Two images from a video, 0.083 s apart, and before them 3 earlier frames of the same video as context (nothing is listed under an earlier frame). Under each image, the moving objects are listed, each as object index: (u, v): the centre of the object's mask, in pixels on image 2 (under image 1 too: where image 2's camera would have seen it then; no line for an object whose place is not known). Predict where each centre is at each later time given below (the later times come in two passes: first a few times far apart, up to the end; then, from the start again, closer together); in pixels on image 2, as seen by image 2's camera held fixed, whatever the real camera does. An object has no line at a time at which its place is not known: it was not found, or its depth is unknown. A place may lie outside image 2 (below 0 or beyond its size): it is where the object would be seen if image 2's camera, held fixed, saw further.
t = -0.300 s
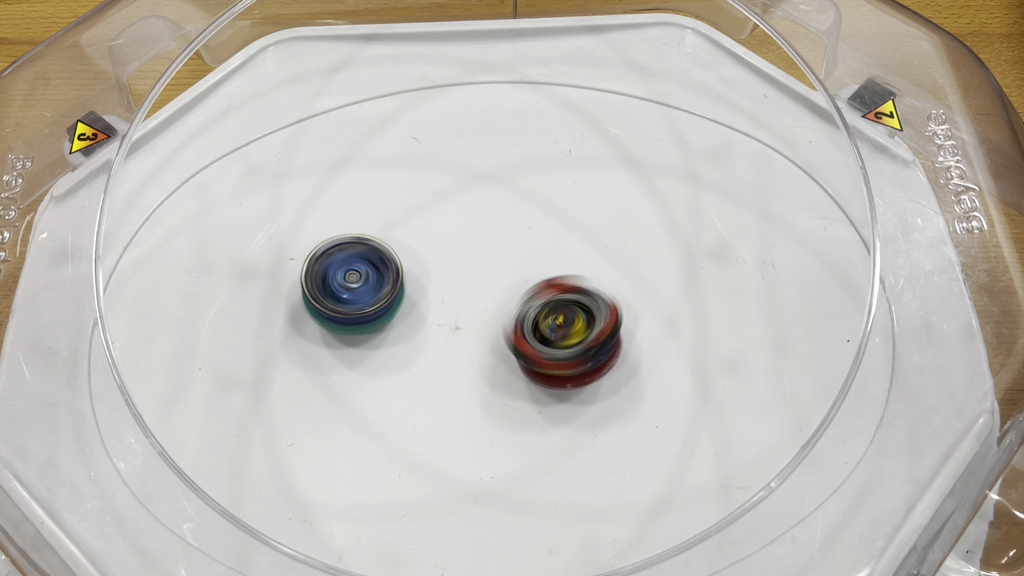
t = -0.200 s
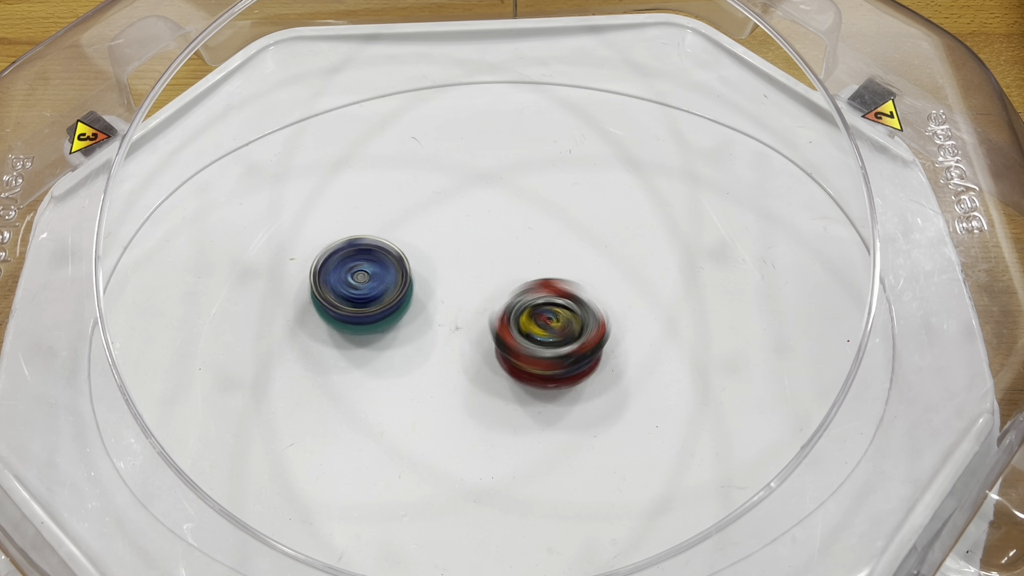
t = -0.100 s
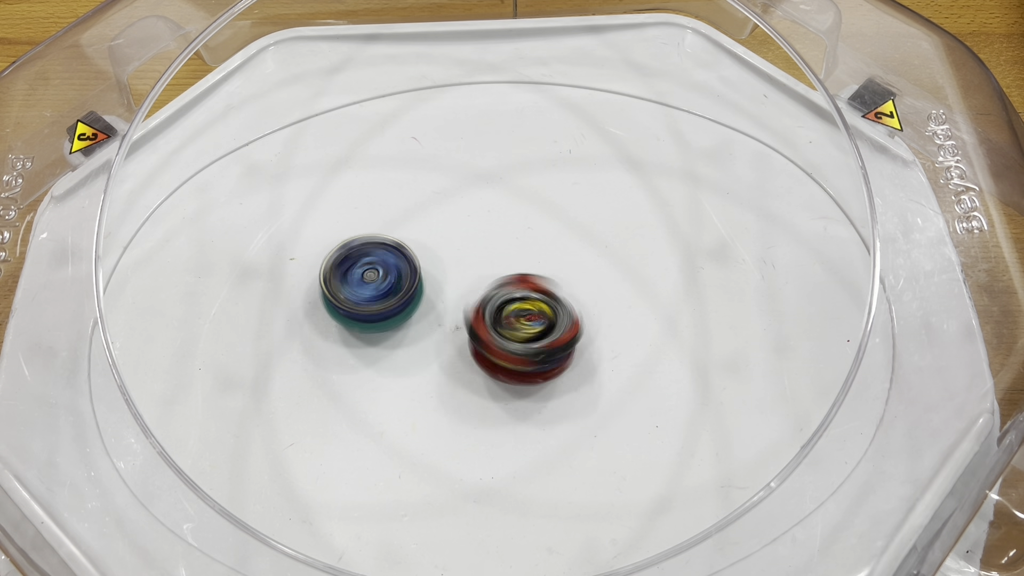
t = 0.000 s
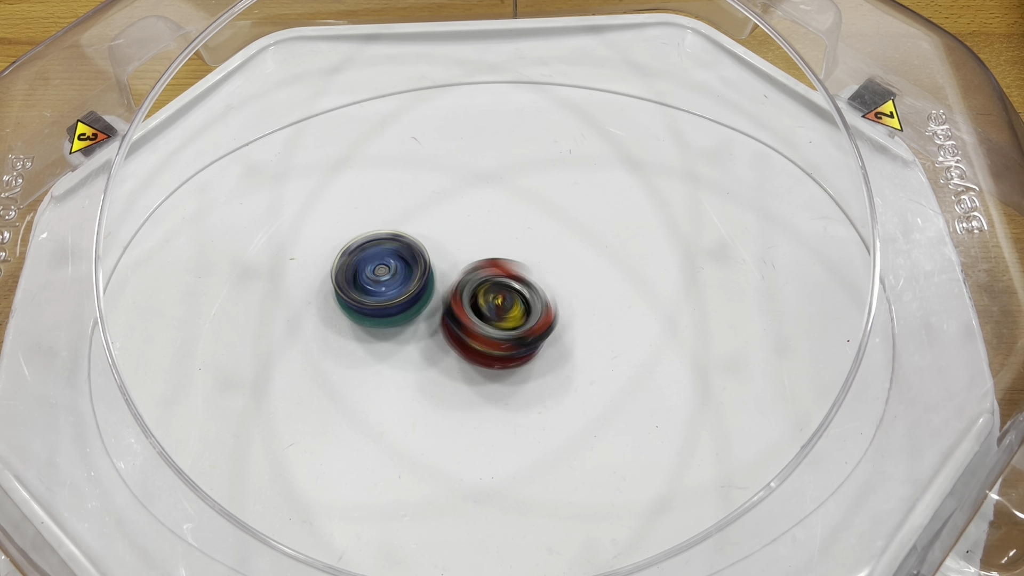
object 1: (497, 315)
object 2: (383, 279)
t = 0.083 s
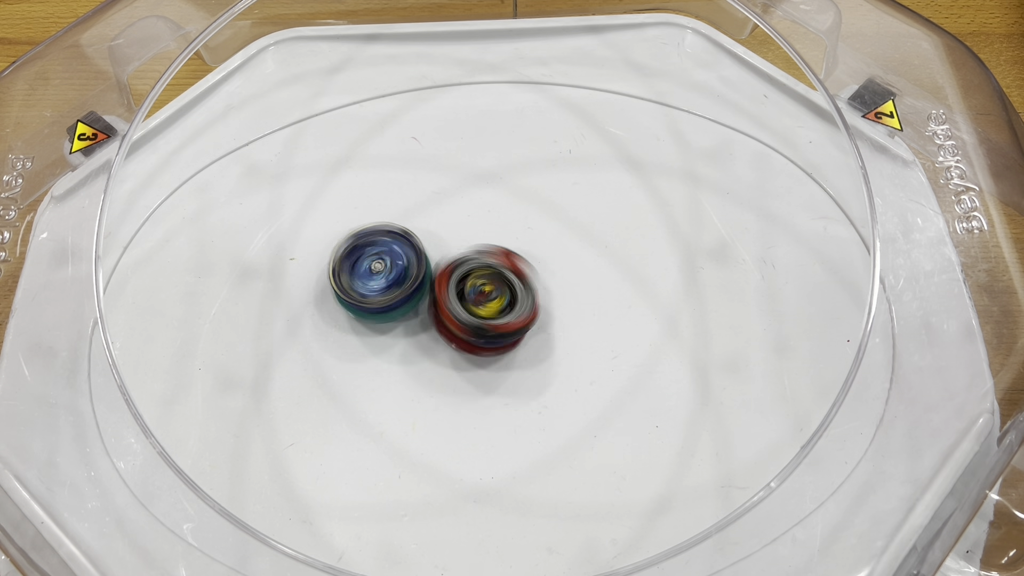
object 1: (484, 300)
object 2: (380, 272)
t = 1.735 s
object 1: (511, 301)
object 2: (423, 247)
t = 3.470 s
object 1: (514, 349)
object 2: (469, 242)
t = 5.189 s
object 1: (457, 332)
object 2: (507, 232)
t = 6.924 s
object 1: (429, 336)
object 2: (560, 368)
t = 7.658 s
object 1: (452, 284)
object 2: (525, 378)
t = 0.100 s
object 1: (488, 300)
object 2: (374, 269)
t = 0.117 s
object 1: (490, 300)
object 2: (369, 267)
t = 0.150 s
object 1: (492, 297)
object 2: (364, 263)
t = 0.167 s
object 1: (493, 294)
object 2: (363, 261)
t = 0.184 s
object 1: (495, 294)
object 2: (363, 261)
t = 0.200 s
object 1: (497, 294)
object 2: (363, 259)
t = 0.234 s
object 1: (497, 294)
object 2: (362, 255)
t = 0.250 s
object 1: (497, 292)
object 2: (360, 254)
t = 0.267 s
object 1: (498, 292)
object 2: (360, 253)
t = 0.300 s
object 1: (497, 291)
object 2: (358, 253)
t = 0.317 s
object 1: (497, 290)
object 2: (358, 252)
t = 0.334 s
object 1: (499, 288)
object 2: (357, 251)
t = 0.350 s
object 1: (501, 287)
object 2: (357, 251)
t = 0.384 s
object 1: (504, 287)
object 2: (355, 251)
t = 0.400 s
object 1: (505, 287)
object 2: (356, 251)
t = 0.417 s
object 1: (507, 287)
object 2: (355, 252)
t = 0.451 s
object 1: (509, 290)
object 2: (355, 253)
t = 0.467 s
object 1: (510, 291)
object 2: (356, 253)
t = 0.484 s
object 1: (511, 291)
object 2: (356, 253)
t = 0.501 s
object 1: (511, 292)
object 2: (356, 254)
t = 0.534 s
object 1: (512, 295)
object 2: (358, 257)
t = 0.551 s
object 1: (511, 295)
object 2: (359, 258)
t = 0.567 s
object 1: (512, 295)
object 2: (360, 259)
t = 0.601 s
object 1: (514, 298)
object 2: (363, 262)
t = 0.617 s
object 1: (513, 300)
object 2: (364, 262)
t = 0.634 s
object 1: (512, 301)
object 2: (364, 263)
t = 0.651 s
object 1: (513, 301)
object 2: (366, 263)
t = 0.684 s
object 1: (511, 305)
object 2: (369, 264)
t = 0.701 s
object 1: (510, 306)
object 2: (371, 265)
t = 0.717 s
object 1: (508, 307)
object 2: (373, 266)
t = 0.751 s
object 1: (506, 308)
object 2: (377, 267)
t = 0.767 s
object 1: (505, 309)
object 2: (379, 267)
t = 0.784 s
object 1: (504, 309)
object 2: (382, 268)
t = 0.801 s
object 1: (502, 309)
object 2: (385, 267)
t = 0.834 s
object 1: (501, 309)
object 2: (389, 267)
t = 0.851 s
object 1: (500, 309)
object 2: (392, 267)
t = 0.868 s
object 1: (499, 309)
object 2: (394, 266)
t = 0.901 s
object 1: (496, 309)
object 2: (399, 266)
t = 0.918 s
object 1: (496, 309)
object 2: (401, 264)
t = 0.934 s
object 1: (496, 309)
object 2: (402, 263)
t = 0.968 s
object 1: (496, 309)
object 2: (404, 261)
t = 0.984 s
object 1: (497, 311)
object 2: (402, 259)
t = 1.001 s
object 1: (498, 312)
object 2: (401, 256)
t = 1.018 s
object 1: (497, 314)
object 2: (401, 255)
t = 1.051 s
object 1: (500, 312)
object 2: (402, 252)
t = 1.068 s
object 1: (501, 312)
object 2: (403, 250)
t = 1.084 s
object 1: (503, 311)
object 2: (404, 248)
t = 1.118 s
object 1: (506, 309)
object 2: (405, 246)
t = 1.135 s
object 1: (508, 308)
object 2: (405, 244)
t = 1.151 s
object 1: (510, 307)
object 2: (405, 243)
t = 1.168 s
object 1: (511, 308)
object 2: (405, 242)
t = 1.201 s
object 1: (510, 307)
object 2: (405, 241)
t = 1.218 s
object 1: (512, 305)
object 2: (405, 240)
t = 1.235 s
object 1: (514, 305)
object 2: (406, 239)
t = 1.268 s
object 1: (515, 304)
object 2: (406, 238)
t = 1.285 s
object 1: (515, 304)
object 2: (406, 237)
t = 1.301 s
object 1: (517, 303)
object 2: (405, 237)
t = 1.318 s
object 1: (518, 303)
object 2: (405, 237)
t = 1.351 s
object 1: (518, 303)
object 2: (406, 237)
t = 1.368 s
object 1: (518, 302)
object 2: (406, 237)
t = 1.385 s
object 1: (519, 301)
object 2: (406, 237)
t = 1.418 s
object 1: (521, 303)
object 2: (407, 237)
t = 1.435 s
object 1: (520, 303)
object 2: (407, 237)
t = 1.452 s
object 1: (519, 303)
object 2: (407, 238)
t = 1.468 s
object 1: (520, 302)
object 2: (408, 239)
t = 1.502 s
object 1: (518, 303)
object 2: (409, 240)
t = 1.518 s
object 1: (517, 302)
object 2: (409, 241)
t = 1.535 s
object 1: (515, 301)
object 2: (410, 242)
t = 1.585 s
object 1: (518, 300)
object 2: (412, 243)
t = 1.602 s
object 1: (518, 300)
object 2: (413, 243)
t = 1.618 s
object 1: (517, 301)
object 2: (414, 244)
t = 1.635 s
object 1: (515, 301)
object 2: (415, 245)
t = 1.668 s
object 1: (513, 301)
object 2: (418, 246)
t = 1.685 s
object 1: (511, 302)
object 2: (419, 247)
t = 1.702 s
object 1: (511, 301)
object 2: (421, 247)
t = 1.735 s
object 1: (511, 301)
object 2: (423, 247)
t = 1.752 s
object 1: (512, 303)
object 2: (422, 248)
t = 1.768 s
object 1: (509, 305)
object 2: (422, 249)
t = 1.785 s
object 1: (508, 306)
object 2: (422, 249)
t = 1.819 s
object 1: (510, 309)
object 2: (418, 247)
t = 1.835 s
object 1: (510, 312)
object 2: (417, 247)
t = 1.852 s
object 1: (508, 315)
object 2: (417, 246)
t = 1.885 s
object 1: (507, 315)
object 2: (416, 245)
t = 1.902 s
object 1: (507, 315)
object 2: (417, 244)
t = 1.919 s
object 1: (508, 316)
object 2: (417, 244)
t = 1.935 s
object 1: (507, 317)
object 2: (417, 243)
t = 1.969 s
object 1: (507, 317)
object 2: (416, 243)
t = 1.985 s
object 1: (508, 317)
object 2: (417, 243)
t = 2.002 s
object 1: (508, 319)
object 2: (417, 243)
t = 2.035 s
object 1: (504, 321)
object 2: (417, 244)
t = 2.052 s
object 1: (502, 321)
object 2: (417, 245)
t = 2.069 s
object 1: (501, 322)
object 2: (418, 245)
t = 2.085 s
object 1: (499, 323)
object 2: (418, 245)
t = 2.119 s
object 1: (495, 323)
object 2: (418, 246)
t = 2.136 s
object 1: (493, 321)
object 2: (419, 247)
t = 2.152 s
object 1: (494, 321)
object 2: (419, 247)
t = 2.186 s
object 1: (493, 322)
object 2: (420, 248)
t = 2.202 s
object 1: (493, 322)
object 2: (421, 248)
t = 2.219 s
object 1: (491, 321)
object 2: (422, 248)
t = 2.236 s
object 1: (491, 322)
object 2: (422, 248)
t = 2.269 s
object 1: (489, 324)
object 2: (421, 249)
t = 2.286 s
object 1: (487, 324)
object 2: (422, 250)
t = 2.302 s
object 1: (488, 325)
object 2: (421, 249)
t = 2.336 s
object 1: (487, 333)
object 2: (418, 243)
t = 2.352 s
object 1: (487, 337)
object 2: (417, 241)
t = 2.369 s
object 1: (486, 337)
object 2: (417, 240)
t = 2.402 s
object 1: (488, 337)
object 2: (416, 240)
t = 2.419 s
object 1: (490, 338)
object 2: (416, 240)
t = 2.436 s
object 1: (492, 339)
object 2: (418, 240)
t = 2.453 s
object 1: (491, 341)
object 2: (419, 239)
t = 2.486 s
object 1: (492, 343)
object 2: (420, 239)
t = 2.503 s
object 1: (493, 343)
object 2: (420, 239)
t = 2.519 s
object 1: (492, 345)
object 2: (420, 239)
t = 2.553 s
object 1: (489, 348)
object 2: (420, 240)
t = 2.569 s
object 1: (488, 348)
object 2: (421, 241)
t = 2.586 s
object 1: (489, 348)
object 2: (421, 242)
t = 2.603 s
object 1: (489, 349)
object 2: (422, 242)
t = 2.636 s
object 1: (487, 350)
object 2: (423, 244)
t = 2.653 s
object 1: (487, 350)
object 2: (424, 245)
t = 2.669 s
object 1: (486, 350)
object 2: (425, 245)
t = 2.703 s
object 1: (484, 350)
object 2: (426, 247)
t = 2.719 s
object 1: (481, 350)
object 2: (427, 248)
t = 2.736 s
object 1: (480, 348)
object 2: (429, 248)
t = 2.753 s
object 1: (478, 345)
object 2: (430, 249)
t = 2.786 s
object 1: (479, 343)
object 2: (432, 250)
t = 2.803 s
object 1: (480, 343)
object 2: (433, 250)
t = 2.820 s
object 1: (479, 341)
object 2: (435, 250)
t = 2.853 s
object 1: (482, 339)
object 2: (438, 251)
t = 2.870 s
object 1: (484, 339)
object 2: (439, 251)
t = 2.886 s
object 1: (485, 340)
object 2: (441, 250)
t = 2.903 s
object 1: (484, 339)
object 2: (443, 251)
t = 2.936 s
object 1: (486, 339)
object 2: (445, 249)
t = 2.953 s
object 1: (487, 340)
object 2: (445, 248)
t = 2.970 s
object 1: (487, 339)
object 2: (446, 248)
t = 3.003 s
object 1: (486, 339)
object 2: (449, 247)
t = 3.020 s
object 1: (486, 339)
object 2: (451, 246)
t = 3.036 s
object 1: (487, 337)
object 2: (454, 245)
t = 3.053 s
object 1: (487, 337)
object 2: (454, 244)
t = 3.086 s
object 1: (490, 336)
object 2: (456, 242)
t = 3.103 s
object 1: (492, 336)
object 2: (456, 241)
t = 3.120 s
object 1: (493, 335)
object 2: (457, 241)
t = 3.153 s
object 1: (499, 336)
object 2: (460, 241)
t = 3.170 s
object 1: (500, 338)
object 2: (461, 240)
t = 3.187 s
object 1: (502, 338)
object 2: (462, 239)
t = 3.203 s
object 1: (502, 339)
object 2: (462, 238)
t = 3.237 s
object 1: (505, 340)
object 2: (463, 238)
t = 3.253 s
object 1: (507, 341)
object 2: (463, 238)
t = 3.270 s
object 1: (506, 342)
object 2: (464, 238)
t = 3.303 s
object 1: (507, 341)
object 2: (465, 237)
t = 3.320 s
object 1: (509, 341)
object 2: (466, 238)
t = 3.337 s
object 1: (511, 342)
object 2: (466, 237)
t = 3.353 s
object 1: (512, 344)
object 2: (466, 238)
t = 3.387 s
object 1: (513, 346)
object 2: (467, 239)
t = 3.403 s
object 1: (514, 346)
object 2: (467, 240)
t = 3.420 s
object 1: (515, 347)
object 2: (468, 240)
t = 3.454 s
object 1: (514, 350)
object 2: (469, 241)
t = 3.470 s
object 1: (514, 349)
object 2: (469, 242)
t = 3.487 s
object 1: (514, 348)
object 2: (470, 242)
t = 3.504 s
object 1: (516, 347)
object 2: (471, 243)
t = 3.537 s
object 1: (519, 348)
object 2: (472, 245)
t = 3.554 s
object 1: (517, 347)
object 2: (473, 247)
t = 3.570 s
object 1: (518, 347)
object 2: (473, 247)
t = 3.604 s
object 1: (517, 345)
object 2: (475, 249)
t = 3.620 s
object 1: (516, 343)
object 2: (477, 250)
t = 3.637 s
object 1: (515, 342)
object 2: (477, 250)
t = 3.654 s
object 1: (515, 339)
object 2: (478, 250)
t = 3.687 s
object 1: (516, 344)
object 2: (474, 246)
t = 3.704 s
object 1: (516, 346)
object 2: (473, 243)
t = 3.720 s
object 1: (519, 347)
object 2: (471, 241)
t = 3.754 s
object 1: (525, 349)
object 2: (468, 240)
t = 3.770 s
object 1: (527, 350)
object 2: (467, 241)
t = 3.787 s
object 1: (529, 352)
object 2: (468, 242)
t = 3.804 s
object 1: (528, 355)
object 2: (469, 243)
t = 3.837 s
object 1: (524, 358)
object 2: (472, 245)
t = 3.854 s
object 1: (523, 358)
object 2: (473, 246)
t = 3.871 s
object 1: (522, 357)
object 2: (474, 246)
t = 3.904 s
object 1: (524, 354)
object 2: (475, 246)
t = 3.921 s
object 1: (525, 354)
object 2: (475, 247)
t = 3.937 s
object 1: (525, 352)
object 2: (476, 247)
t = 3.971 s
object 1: (529, 350)
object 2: (477, 249)
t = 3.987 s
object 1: (530, 350)
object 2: (477, 250)
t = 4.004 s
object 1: (530, 350)
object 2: (478, 251)
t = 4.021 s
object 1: (530, 351)
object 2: (479, 251)
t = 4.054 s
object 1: (528, 348)
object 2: (482, 253)
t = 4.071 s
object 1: (528, 347)
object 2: (482, 252)
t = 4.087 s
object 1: (528, 345)
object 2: (483, 253)
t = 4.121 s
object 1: (528, 343)
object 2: (485, 253)
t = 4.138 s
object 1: (529, 341)
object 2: (486, 253)
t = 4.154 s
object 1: (532, 340)
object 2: (485, 253)
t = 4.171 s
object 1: (534, 341)
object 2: (485, 253)
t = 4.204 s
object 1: (537, 339)
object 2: (483, 253)
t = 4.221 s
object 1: (538, 337)
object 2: (482, 253)
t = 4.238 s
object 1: (540, 336)
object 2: (480, 253)
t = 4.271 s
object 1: (543, 335)
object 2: (479, 256)
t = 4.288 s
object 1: (545, 335)
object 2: (480, 257)
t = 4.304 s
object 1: (545, 337)
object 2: (482, 257)
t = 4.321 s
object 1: (545, 337)
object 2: (484, 258)
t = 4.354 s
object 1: (544, 336)
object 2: (487, 257)
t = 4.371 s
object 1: (543, 336)
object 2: (487, 255)
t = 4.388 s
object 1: (544, 337)
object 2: (486, 254)
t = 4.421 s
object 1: (545, 339)
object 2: (483, 252)
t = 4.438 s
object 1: (545, 339)
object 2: (481, 253)
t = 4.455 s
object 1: (548, 339)
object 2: (479, 255)
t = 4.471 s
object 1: (548, 340)
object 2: (479, 257)
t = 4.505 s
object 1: (548, 342)
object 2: (482, 262)
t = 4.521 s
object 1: (549, 343)
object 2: (483, 262)
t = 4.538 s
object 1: (547, 343)
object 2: (486, 264)
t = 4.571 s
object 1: (548, 344)
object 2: (488, 263)
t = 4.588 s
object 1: (549, 349)
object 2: (488, 261)
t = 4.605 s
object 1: (546, 350)
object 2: (488, 261)
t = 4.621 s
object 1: (545, 352)
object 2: (487, 261)
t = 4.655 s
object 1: (543, 353)
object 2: (488, 263)
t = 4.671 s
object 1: (540, 354)
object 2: (490, 265)
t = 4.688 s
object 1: (540, 357)
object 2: (491, 265)
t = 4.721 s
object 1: (535, 357)
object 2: (495, 265)
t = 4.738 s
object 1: (533, 361)
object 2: (493, 256)
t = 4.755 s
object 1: (531, 364)
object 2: (490, 250)
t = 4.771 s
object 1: (529, 367)
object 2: (489, 245)
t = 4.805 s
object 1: (523, 371)
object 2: (489, 236)
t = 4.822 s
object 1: (520, 371)
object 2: (489, 233)
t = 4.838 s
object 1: (517, 373)
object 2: (488, 231)
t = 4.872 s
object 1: (511, 374)
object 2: (489, 229)
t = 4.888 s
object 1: (508, 374)
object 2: (490, 229)
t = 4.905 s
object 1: (505, 373)
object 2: (490, 229)
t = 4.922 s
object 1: (501, 372)
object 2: (491, 230)
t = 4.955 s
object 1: (495, 369)
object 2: (492, 231)
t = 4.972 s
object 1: (491, 367)
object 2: (493, 231)
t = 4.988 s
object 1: (488, 365)
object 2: (494, 232)
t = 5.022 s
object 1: (482, 360)
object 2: (497, 234)
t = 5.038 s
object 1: (478, 357)
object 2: (499, 235)
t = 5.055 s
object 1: (475, 354)
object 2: (500, 235)
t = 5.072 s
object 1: (472, 350)
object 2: (500, 236)
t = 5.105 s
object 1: (468, 342)
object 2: (500, 239)
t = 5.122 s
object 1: (466, 339)
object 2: (500, 240)
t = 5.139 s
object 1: (464, 334)
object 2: (501, 241)
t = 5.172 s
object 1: (460, 331)
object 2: (504, 238)
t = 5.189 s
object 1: (457, 332)
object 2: (507, 232)
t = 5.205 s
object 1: (457, 333)
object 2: (509, 225)
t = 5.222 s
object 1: (457, 334)
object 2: (512, 221)
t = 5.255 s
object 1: (457, 335)
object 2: (516, 216)
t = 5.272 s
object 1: (458, 335)
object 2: (519, 215)
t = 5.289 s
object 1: (459, 336)
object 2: (521, 215)
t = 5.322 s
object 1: (459, 334)
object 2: (523, 215)
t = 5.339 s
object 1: (460, 333)
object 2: (524, 215)
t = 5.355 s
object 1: (461, 333)
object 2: (526, 216)
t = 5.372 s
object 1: (462, 333)
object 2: (527, 218)
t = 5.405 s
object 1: (464, 337)
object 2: (529, 221)
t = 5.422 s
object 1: (465, 338)
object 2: (530, 221)
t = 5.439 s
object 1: (466, 339)
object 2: (530, 222)
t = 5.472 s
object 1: (469, 339)
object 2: (531, 223)
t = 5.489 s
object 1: (470, 340)
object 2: (531, 223)
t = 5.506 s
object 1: (472, 340)
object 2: (531, 223)
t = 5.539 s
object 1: (473, 342)
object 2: (530, 224)
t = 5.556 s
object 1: (474, 343)
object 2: (529, 226)
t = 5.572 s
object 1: (473, 345)
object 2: (528, 228)
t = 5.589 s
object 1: (475, 345)
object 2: (528, 231)
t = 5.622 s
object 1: (478, 345)
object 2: (529, 236)
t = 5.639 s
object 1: (479, 345)
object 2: (531, 239)
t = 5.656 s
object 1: (481, 345)
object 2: (533, 242)
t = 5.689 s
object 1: (483, 346)
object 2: (536, 246)
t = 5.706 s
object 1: (484, 346)
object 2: (537, 248)
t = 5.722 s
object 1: (485, 345)
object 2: (537, 250)
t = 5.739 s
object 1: (484, 345)
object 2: (538, 252)
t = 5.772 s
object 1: (487, 342)
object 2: (537, 257)
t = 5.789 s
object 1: (486, 344)
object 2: (539, 257)
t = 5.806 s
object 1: (484, 348)
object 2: (542, 255)
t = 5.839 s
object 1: (477, 353)
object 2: (545, 252)
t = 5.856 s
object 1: (473, 354)
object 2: (547, 252)
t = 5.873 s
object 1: (469, 354)
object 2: (548, 253)
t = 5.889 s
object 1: (464, 354)
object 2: (549, 253)
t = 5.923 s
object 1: (459, 353)
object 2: (551, 253)
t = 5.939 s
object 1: (457, 355)
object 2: (552, 253)
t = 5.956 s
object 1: (455, 356)
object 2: (551, 253)
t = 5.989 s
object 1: (449, 361)
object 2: (551, 254)
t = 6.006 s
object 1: (446, 363)
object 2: (550, 254)
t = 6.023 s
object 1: (442, 365)
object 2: (550, 254)
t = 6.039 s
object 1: (438, 368)
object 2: (549, 256)
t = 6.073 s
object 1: (428, 370)
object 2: (548, 259)
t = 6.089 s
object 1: (426, 369)
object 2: (548, 261)
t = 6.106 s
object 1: (425, 369)
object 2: (548, 264)
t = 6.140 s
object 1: (428, 369)
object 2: (549, 268)
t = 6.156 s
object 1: (430, 371)
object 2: (549, 269)
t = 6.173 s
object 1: (433, 372)
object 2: (549, 270)
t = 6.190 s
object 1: (434, 375)
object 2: (549, 270)
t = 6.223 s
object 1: (431, 375)
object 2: (547, 273)
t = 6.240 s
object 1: (429, 374)
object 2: (546, 275)
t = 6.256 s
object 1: (430, 370)
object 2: (544, 278)
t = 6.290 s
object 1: (434, 364)
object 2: (542, 282)
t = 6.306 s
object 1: (437, 362)
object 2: (541, 286)
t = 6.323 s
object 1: (439, 361)
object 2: (540, 289)
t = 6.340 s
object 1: (440, 360)
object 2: (539, 292)
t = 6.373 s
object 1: (438, 357)
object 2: (538, 299)
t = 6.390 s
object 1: (434, 354)
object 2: (537, 303)
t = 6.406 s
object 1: (432, 349)
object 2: (537, 306)
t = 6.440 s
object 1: (433, 342)
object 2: (537, 314)
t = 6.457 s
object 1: (432, 338)
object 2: (539, 317)
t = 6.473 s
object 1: (431, 336)
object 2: (543, 321)
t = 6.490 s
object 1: (429, 336)
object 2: (545, 324)
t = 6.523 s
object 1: (424, 335)
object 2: (548, 332)
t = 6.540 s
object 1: (420, 333)
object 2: (550, 335)
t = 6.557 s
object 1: (417, 332)
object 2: (550, 338)
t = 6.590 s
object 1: (411, 332)
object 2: (553, 344)
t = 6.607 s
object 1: (408, 332)
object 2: (553, 347)
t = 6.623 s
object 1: (407, 332)
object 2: (553, 350)
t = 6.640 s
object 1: (404, 334)
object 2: (554, 353)
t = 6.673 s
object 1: (398, 336)
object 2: (555, 357)
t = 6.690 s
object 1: (398, 337)
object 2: (555, 359)
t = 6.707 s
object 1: (398, 337)
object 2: (556, 361)
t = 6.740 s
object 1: (402, 338)
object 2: (558, 365)
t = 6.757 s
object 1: (406, 339)
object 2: (559, 366)
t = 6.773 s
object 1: (410, 339)
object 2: (560, 368)
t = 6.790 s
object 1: (415, 340)
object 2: (560, 369)
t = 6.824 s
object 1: (422, 342)
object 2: (560, 370)
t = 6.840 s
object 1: (424, 343)
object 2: (561, 369)
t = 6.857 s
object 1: (426, 344)
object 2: (561, 369)
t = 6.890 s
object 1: (425, 342)
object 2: (560, 369)
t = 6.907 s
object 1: (426, 339)
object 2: (560, 369)
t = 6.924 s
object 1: (429, 336)
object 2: (560, 368)
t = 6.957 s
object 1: (435, 327)
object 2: (560, 367)
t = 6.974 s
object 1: (439, 323)
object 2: (560, 367)
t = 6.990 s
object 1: (443, 319)
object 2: (560, 367)
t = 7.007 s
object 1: (447, 316)
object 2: (559, 367)
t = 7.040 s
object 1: (453, 311)
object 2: (558, 366)
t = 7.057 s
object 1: (455, 310)
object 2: (558, 366)
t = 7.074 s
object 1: (457, 309)
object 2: (557, 366)
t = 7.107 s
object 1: (457, 307)
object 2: (555, 365)
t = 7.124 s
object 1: (458, 305)
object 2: (554, 365)
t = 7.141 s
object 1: (457, 302)
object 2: (553, 365)
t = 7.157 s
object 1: (457, 298)
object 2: (552, 364)
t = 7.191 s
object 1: (458, 289)
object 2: (550, 364)
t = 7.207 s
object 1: (459, 285)
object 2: (549, 364)
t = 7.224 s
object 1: (460, 281)
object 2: (547, 364)
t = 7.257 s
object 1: (462, 273)
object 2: (543, 364)
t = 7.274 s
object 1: (464, 271)
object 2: (541, 364)
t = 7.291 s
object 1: (464, 269)
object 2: (538, 365)
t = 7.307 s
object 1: (464, 269)
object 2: (536, 365)
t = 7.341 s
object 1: (463, 269)
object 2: (534, 368)
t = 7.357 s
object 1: (462, 270)
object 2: (532, 369)
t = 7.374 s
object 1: (459, 270)
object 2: (531, 370)
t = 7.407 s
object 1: (451, 269)
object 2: (528, 373)
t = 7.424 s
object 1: (449, 268)
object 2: (527, 375)
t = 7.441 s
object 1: (447, 266)
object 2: (526, 376)
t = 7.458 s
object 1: (447, 265)
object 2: (525, 378)
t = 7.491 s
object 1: (448, 265)
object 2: (524, 381)
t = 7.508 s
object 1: (449, 265)
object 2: (523, 382)
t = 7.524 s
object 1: (450, 266)
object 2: (523, 383)
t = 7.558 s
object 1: (452, 270)
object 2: (523, 384)
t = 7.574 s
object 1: (454, 273)
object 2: (523, 384)
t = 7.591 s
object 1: (455, 276)
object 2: (523, 382)
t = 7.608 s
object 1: (455, 279)
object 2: (523, 381)
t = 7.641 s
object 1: (452, 283)
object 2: (524, 379)
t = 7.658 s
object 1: (452, 284)
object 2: (525, 378)
